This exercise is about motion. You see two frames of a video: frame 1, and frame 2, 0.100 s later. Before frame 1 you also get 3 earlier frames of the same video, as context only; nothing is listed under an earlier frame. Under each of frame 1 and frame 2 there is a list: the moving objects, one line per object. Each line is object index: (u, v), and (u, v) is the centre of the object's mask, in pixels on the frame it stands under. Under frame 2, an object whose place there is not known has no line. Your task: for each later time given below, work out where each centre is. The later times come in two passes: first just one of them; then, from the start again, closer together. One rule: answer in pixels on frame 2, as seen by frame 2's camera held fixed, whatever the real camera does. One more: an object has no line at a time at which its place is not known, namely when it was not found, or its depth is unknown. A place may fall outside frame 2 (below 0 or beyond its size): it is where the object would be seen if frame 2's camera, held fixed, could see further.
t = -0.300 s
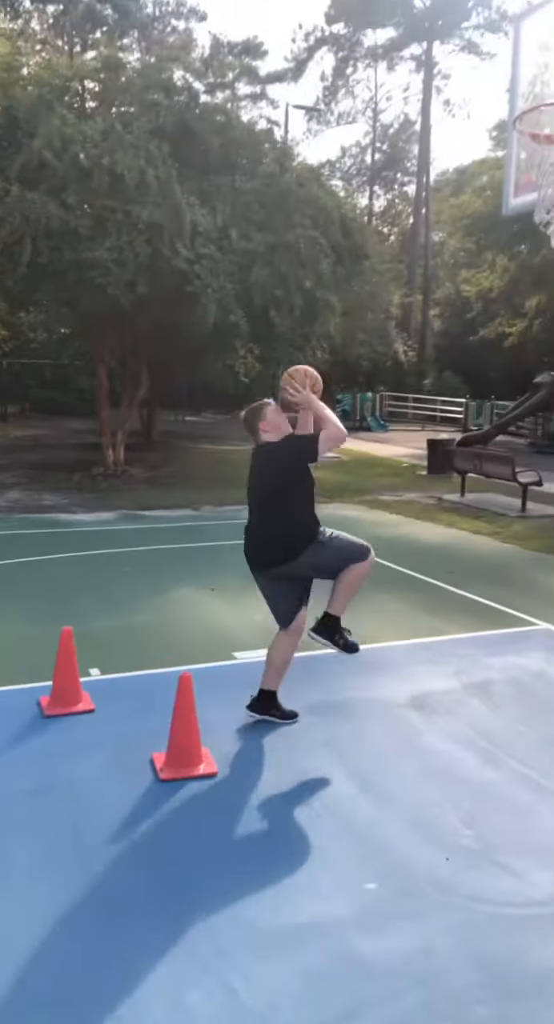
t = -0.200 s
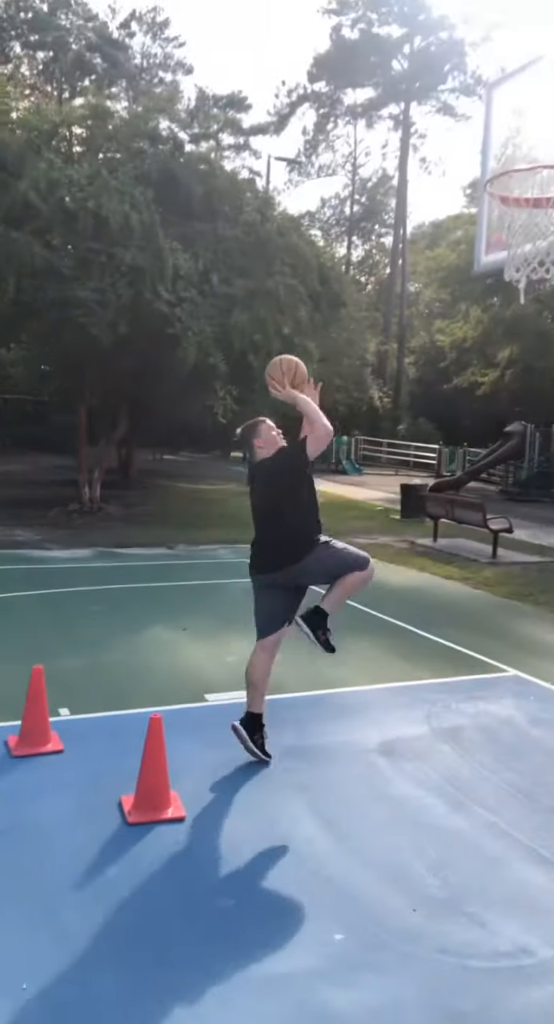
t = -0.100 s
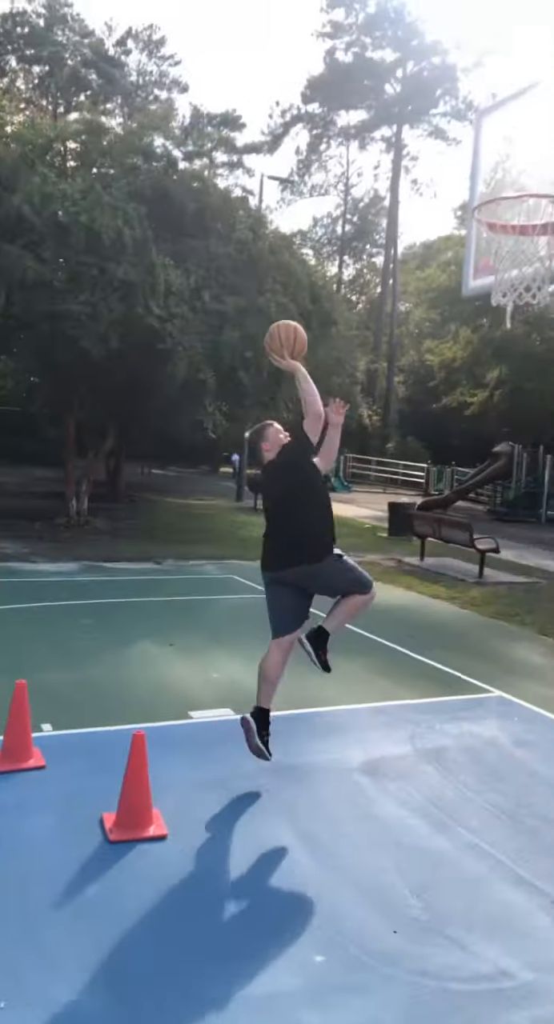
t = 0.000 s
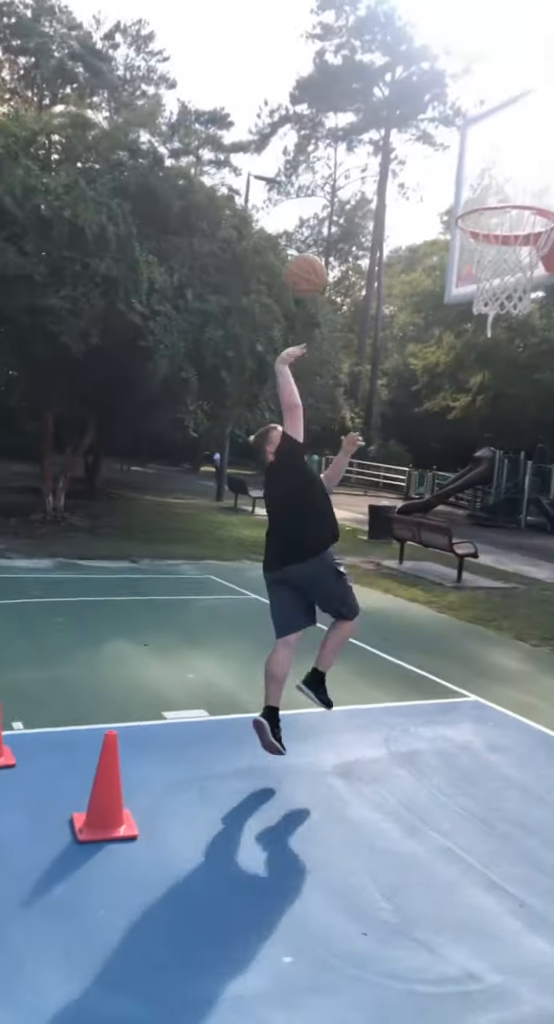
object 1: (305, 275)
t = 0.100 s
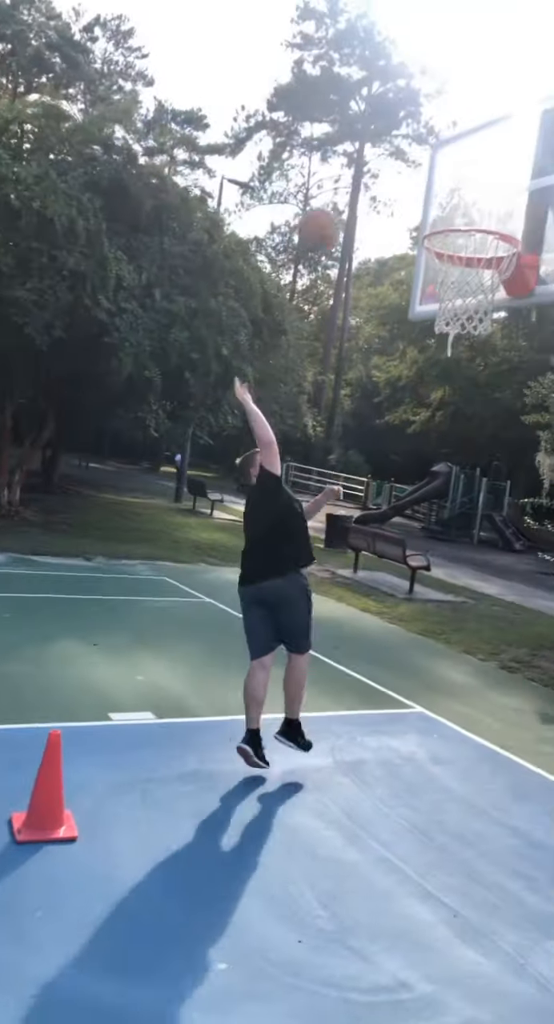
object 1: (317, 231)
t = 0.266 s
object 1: (389, 178)
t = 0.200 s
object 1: (362, 194)
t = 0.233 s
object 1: (376, 184)
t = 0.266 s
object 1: (389, 178)
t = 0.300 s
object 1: (401, 174)
